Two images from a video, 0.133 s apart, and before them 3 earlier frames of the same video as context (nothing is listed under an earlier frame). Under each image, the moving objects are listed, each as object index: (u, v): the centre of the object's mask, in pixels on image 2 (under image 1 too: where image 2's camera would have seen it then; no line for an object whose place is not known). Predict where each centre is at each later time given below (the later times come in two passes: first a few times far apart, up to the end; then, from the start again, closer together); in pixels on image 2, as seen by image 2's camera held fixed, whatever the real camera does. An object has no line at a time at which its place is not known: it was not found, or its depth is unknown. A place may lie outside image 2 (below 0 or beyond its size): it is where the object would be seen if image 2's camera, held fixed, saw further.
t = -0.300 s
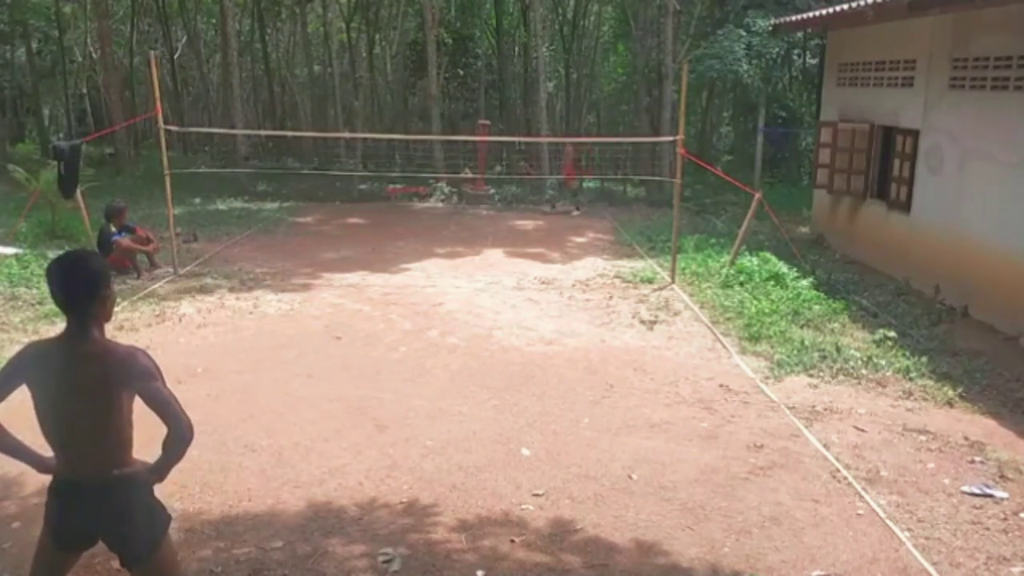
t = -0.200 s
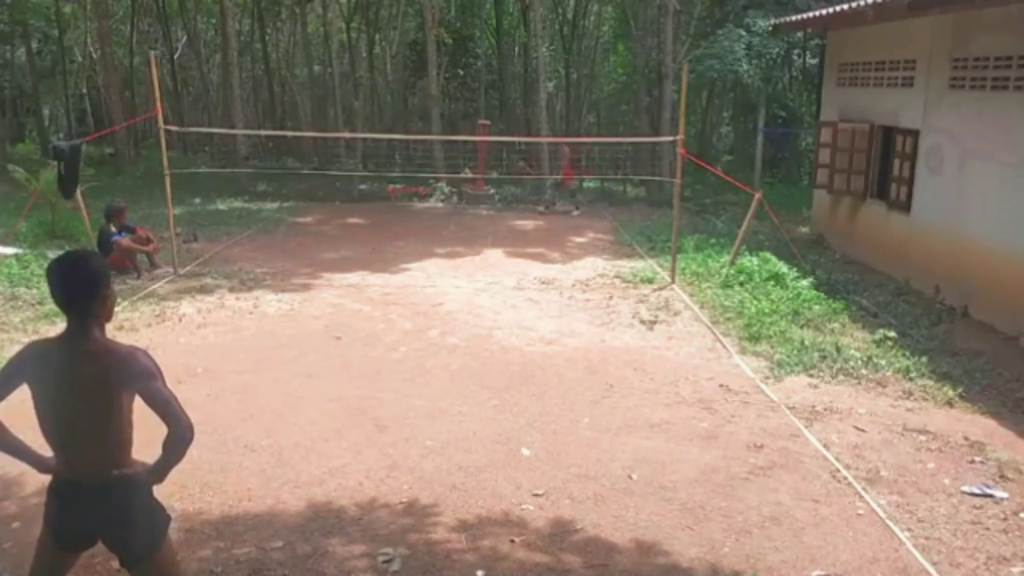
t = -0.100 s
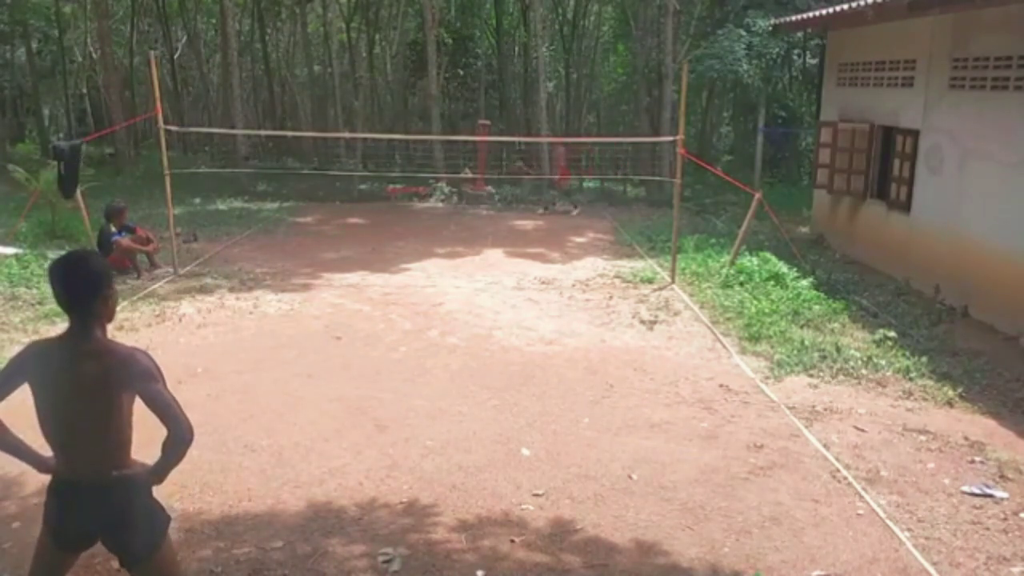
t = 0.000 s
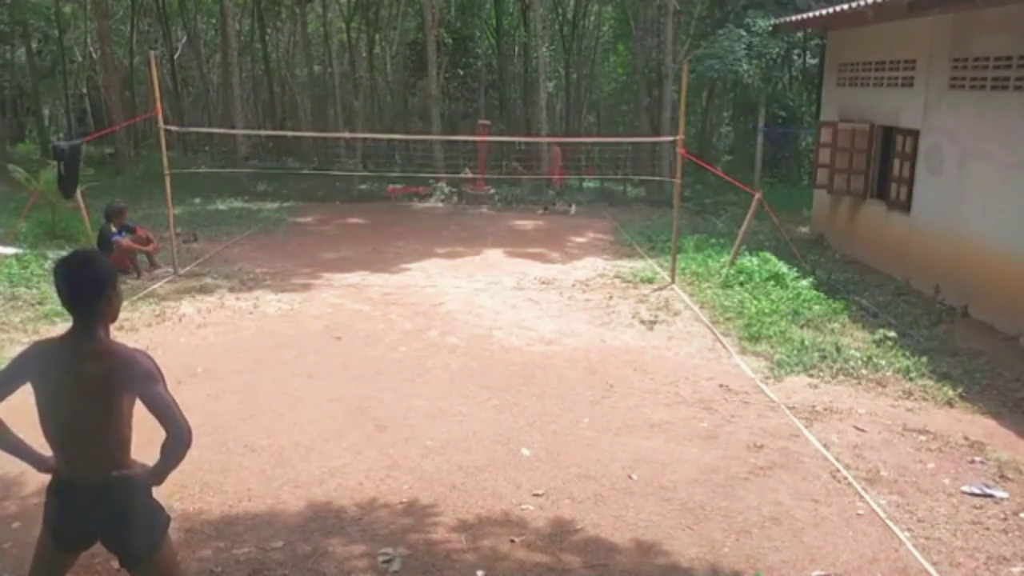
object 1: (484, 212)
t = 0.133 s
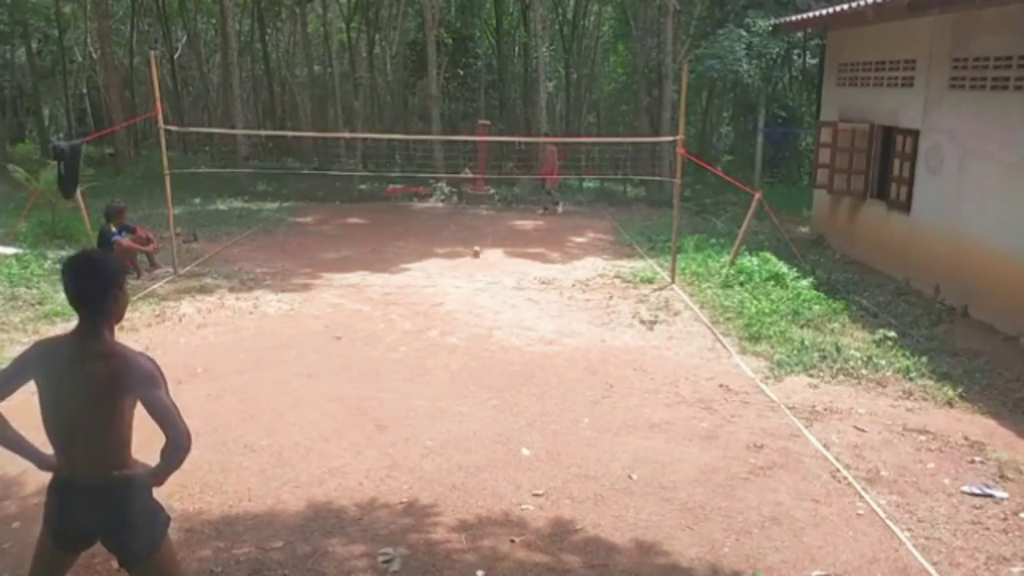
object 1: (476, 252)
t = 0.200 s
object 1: (472, 244)
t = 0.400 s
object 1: (460, 246)
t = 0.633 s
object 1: (442, 297)
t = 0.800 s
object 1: (427, 305)
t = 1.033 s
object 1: (401, 359)
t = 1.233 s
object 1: (373, 402)
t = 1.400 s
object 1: (347, 448)
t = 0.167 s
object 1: (474, 247)
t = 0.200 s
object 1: (472, 244)
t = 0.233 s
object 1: (471, 243)
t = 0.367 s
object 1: (462, 244)
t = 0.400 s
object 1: (460, 246)
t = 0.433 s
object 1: (458, 250)
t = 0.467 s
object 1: (455, 254)
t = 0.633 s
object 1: (442, 297)
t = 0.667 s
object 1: (439, 302)
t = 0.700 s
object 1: (436, 301)
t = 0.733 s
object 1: (433, 301)
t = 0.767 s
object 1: (431, 302)
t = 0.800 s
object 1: (427, 305)
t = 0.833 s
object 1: (424, 308)
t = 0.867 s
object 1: (420, 314)
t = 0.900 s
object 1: (417, 320)
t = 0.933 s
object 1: (413, 328)
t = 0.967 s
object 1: (409, 337)
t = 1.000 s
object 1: (405, 348)
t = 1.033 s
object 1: (401, 359)
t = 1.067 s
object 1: (397, 362)
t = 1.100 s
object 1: (392, 367)
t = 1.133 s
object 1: (388, 373)
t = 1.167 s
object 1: (383, 381)
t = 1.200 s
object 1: (378, 391)
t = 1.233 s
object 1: (373, 402)
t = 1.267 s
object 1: (368, 407)
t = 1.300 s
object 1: (363, 414)
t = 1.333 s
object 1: (358, 423)
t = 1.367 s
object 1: (353, 435)
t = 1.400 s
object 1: (347, 448)
